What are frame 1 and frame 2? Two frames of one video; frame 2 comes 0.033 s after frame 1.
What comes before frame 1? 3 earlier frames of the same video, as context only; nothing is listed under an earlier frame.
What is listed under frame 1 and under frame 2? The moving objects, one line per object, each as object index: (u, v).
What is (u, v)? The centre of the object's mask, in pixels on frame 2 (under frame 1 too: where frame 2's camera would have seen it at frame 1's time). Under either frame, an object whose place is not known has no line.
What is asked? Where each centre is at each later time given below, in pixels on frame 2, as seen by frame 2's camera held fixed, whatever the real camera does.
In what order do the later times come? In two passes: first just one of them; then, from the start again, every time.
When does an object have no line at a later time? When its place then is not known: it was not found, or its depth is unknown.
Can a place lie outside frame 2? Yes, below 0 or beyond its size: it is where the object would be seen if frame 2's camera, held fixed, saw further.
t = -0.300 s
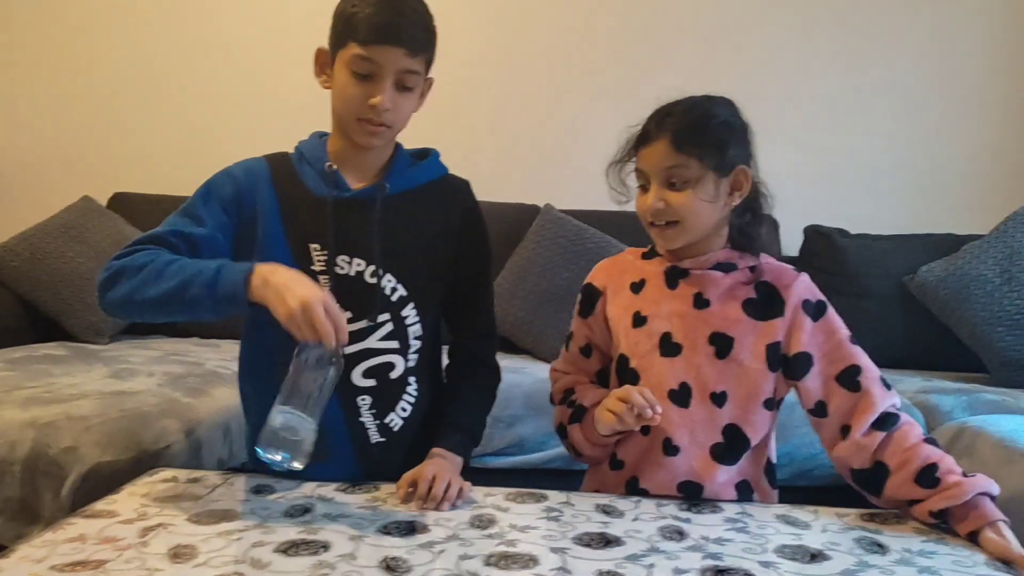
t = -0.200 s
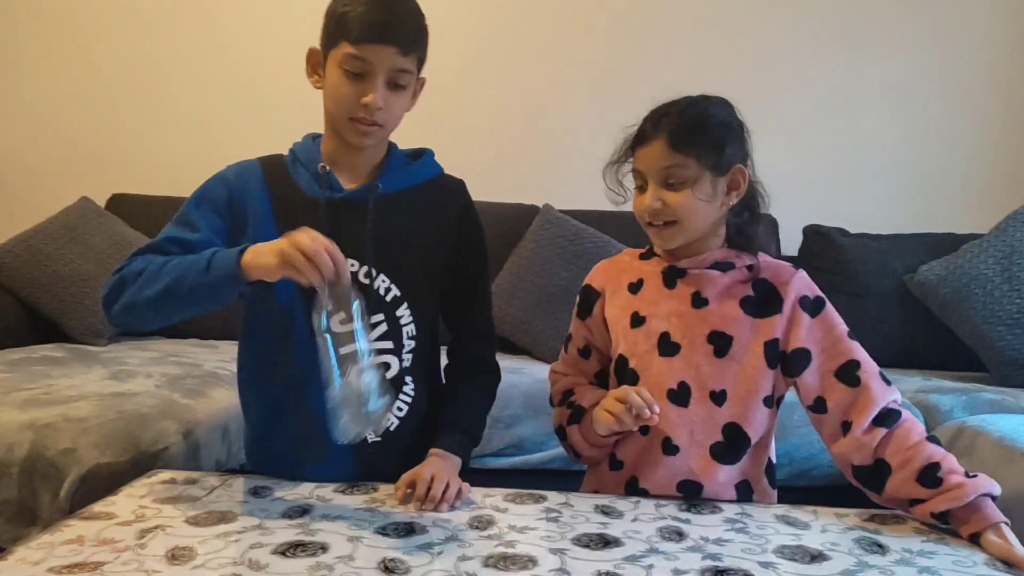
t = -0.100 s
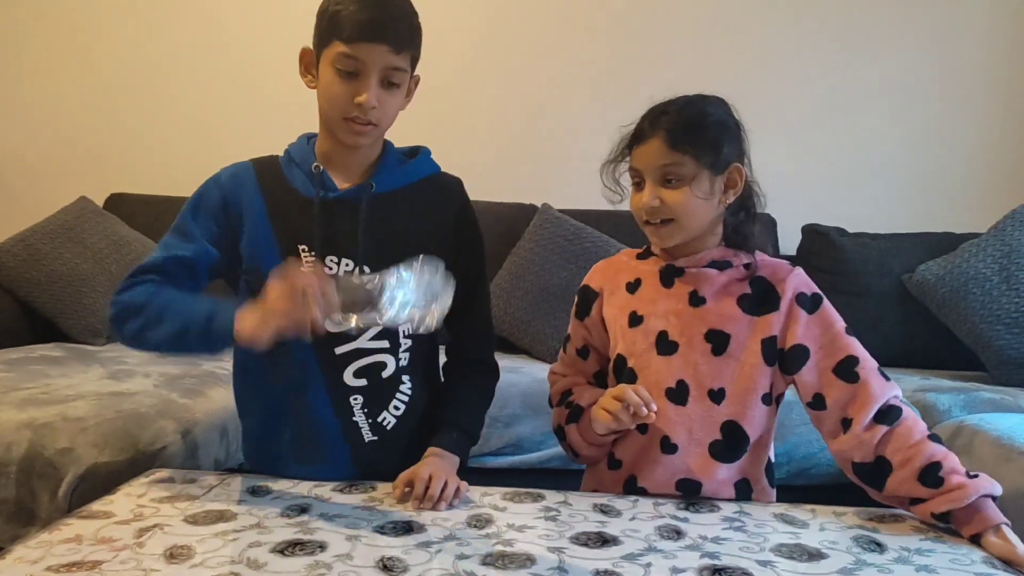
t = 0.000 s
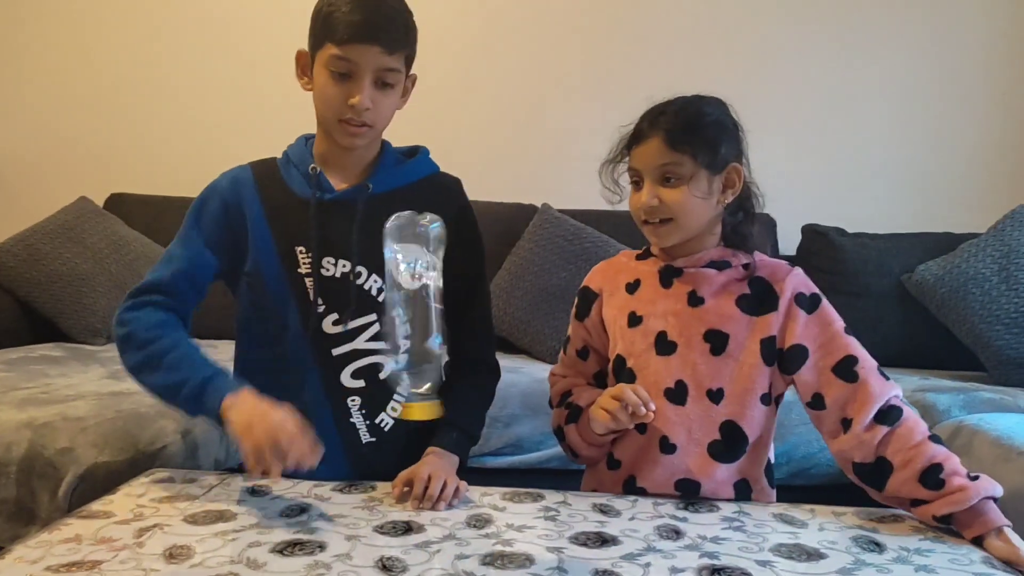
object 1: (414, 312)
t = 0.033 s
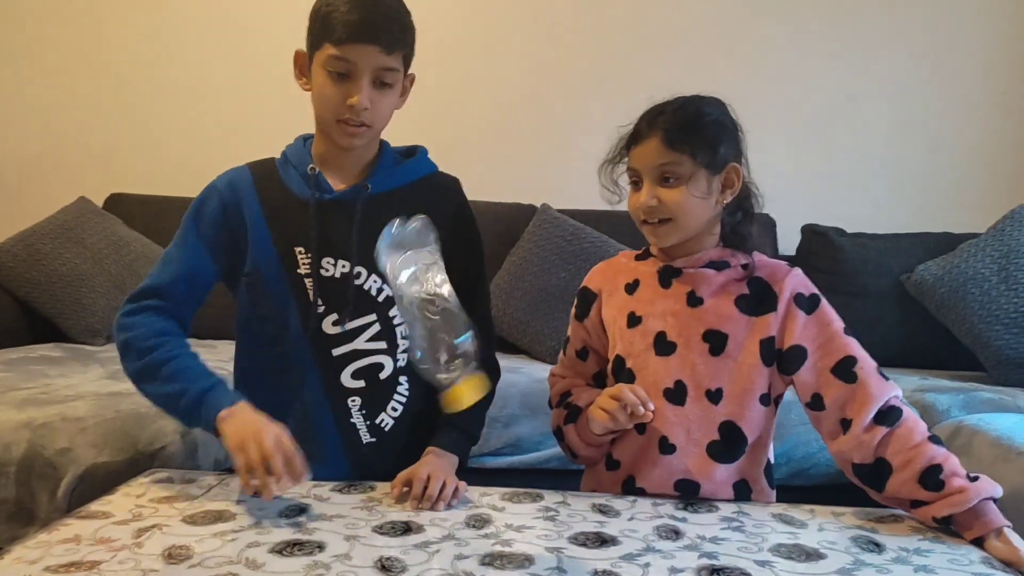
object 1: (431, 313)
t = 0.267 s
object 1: (397, 462)
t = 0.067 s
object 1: (443, 309)
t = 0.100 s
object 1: (445, 315)
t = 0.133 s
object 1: (440, 338)
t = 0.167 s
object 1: (432, 377)
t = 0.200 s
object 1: (424, 429)
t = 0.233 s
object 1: (413, 461)
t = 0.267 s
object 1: (397, 462)
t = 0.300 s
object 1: (386, 458)
